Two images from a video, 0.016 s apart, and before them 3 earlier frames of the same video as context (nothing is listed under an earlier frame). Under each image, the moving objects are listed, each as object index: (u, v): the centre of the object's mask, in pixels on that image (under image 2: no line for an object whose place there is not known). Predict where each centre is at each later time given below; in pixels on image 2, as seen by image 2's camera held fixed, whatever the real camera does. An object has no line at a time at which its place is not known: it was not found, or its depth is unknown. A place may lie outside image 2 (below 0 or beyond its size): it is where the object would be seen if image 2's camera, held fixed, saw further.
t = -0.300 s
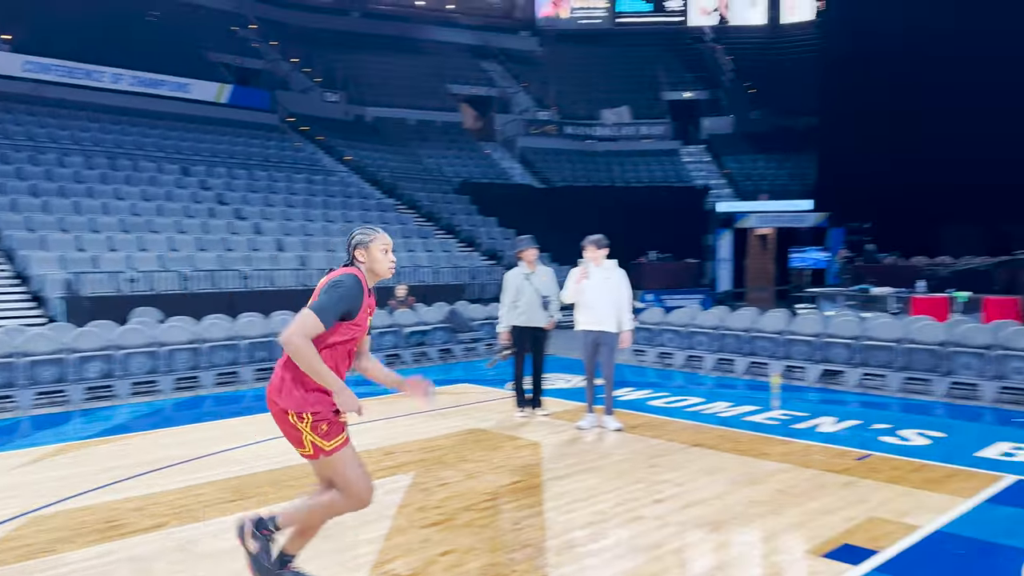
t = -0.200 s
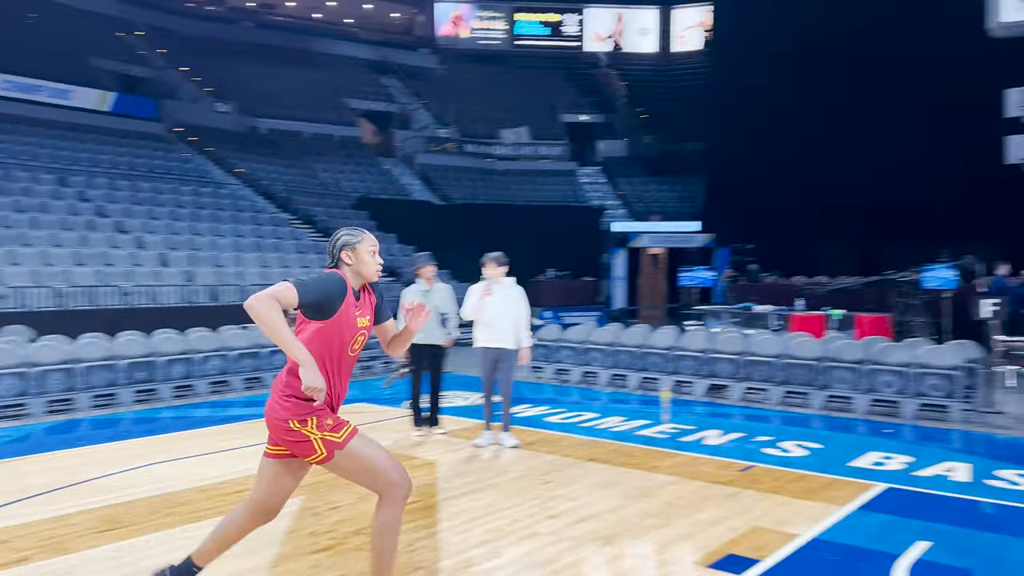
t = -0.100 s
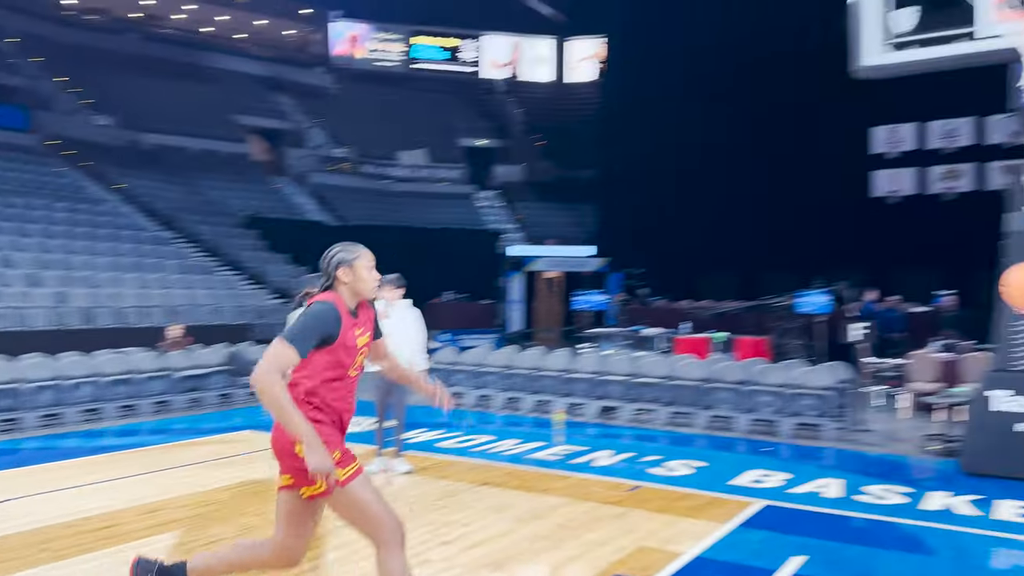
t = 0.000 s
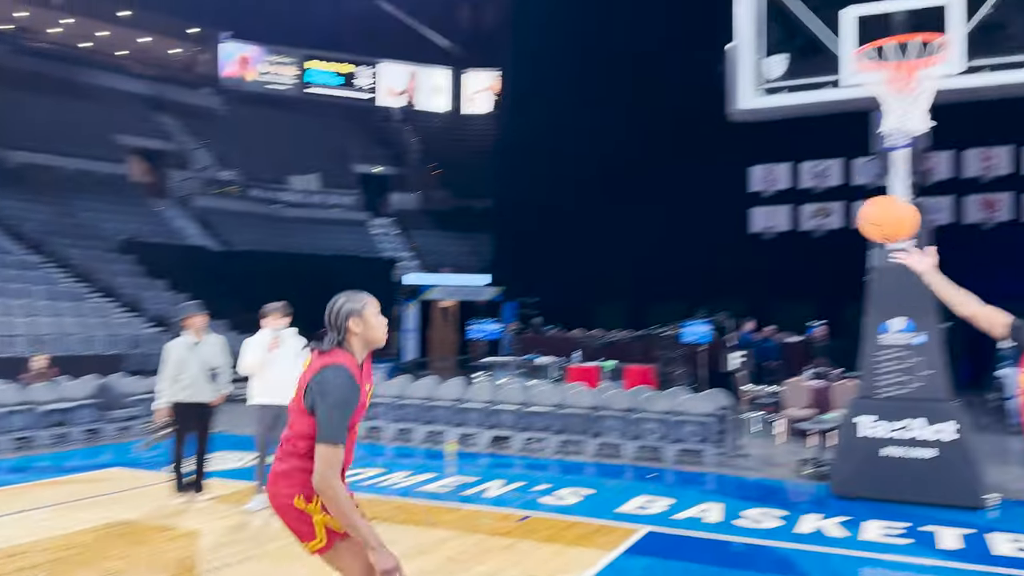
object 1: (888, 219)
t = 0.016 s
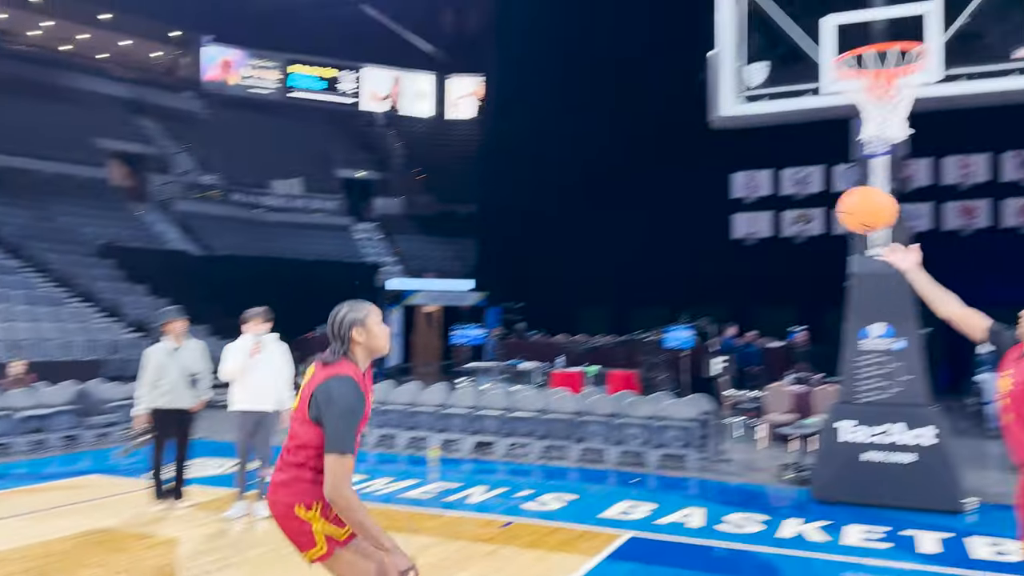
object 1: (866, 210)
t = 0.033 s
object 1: (866, 194)
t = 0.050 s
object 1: (865, 179)
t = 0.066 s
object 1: (864, 164)
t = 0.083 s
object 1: (862, 151)
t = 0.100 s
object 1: (861, 138)
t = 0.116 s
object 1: (859, 125)
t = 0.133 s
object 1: (861, 112)
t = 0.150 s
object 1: (860, 101)
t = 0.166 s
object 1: (860, 90)
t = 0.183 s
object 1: (861, 78)
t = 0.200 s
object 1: (858, 69)
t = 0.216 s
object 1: (859, 59)
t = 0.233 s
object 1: (859, 50)
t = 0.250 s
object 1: (858, 43)
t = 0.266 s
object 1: (858, 34)
